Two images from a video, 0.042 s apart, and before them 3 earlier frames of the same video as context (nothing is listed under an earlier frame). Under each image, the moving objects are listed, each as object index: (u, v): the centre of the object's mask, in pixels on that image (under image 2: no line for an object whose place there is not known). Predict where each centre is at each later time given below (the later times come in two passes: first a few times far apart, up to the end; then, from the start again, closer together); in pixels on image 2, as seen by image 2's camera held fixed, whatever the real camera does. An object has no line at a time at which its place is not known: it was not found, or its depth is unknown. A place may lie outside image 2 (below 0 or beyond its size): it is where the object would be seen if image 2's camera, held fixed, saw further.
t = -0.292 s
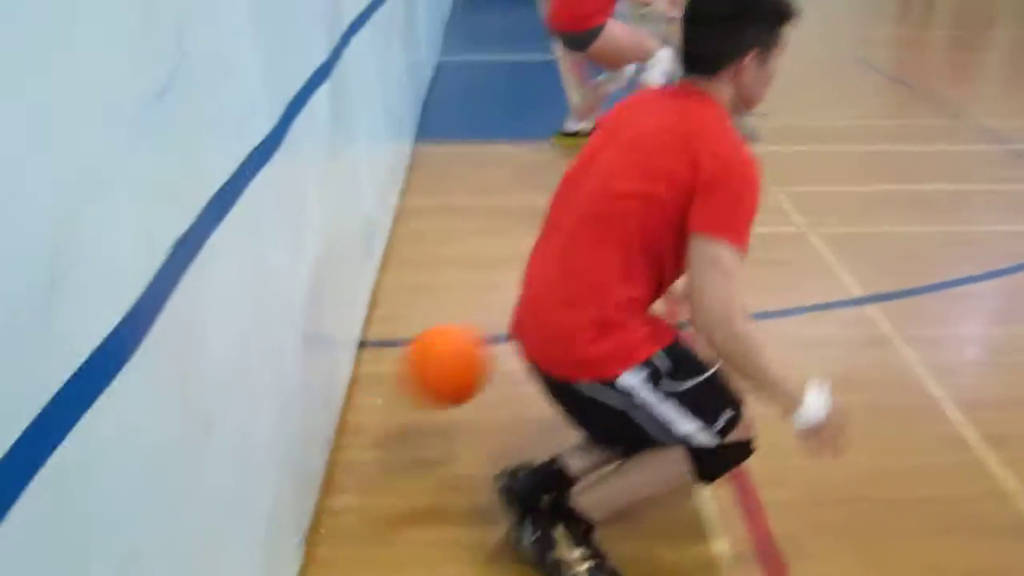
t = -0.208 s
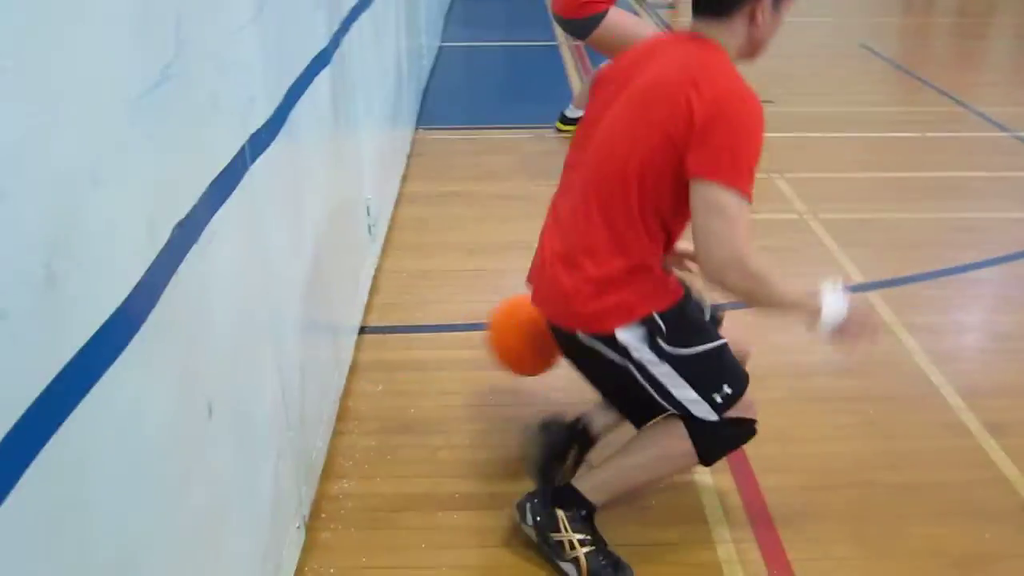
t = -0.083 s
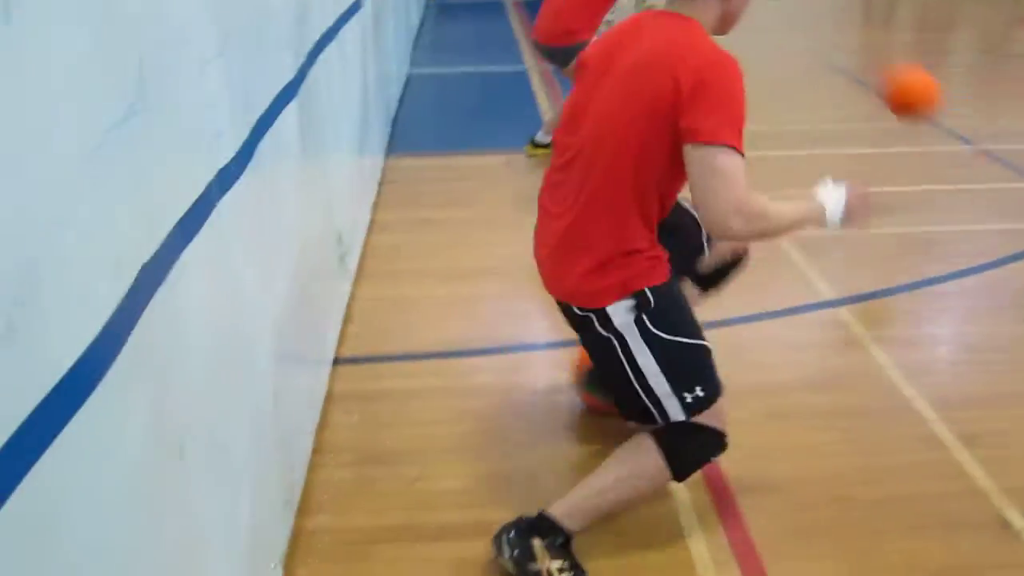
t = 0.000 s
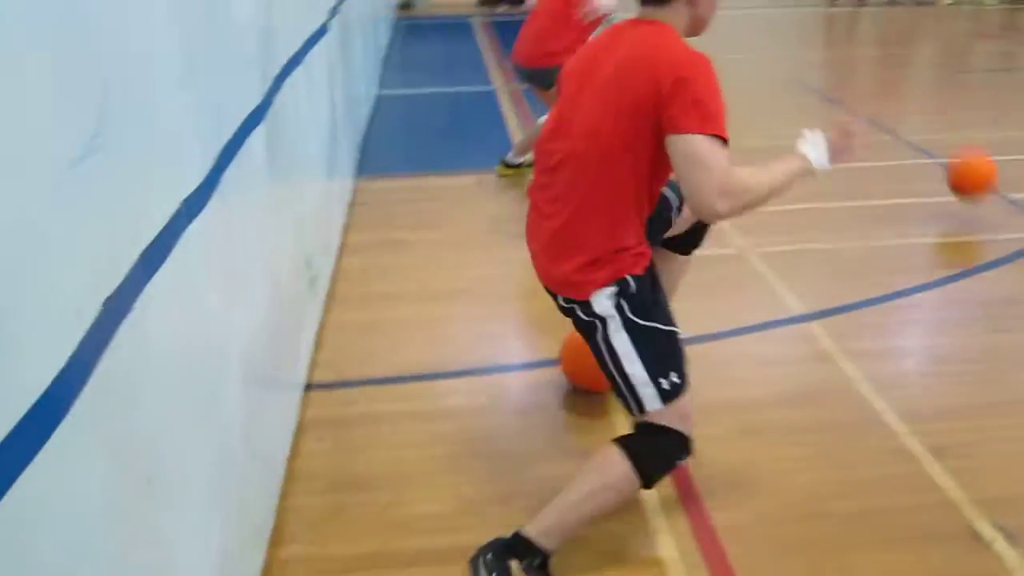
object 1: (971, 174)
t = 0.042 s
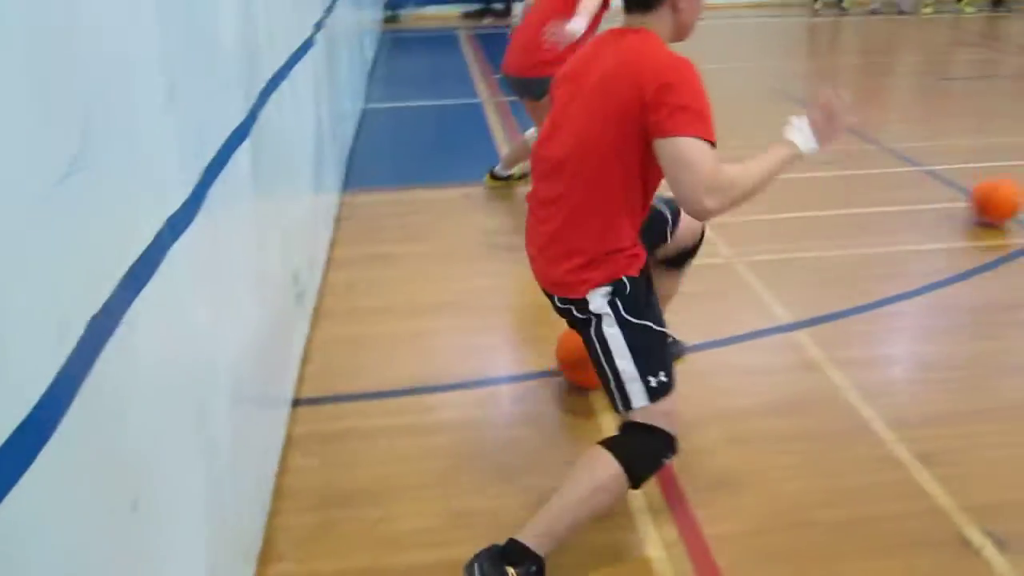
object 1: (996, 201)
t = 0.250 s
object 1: (1178, 111)
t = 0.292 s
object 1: (1220, 105)
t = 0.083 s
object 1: (1026, 176)
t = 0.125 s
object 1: (1058, 155)
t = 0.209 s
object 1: (1132, 120)
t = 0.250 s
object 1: (1178, 111)
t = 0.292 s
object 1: (1220, 105)
